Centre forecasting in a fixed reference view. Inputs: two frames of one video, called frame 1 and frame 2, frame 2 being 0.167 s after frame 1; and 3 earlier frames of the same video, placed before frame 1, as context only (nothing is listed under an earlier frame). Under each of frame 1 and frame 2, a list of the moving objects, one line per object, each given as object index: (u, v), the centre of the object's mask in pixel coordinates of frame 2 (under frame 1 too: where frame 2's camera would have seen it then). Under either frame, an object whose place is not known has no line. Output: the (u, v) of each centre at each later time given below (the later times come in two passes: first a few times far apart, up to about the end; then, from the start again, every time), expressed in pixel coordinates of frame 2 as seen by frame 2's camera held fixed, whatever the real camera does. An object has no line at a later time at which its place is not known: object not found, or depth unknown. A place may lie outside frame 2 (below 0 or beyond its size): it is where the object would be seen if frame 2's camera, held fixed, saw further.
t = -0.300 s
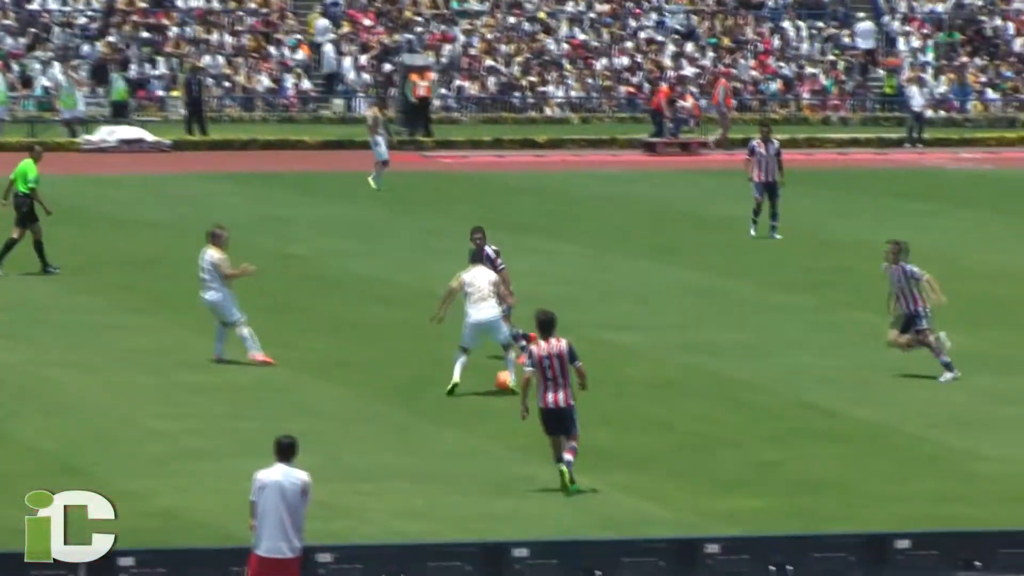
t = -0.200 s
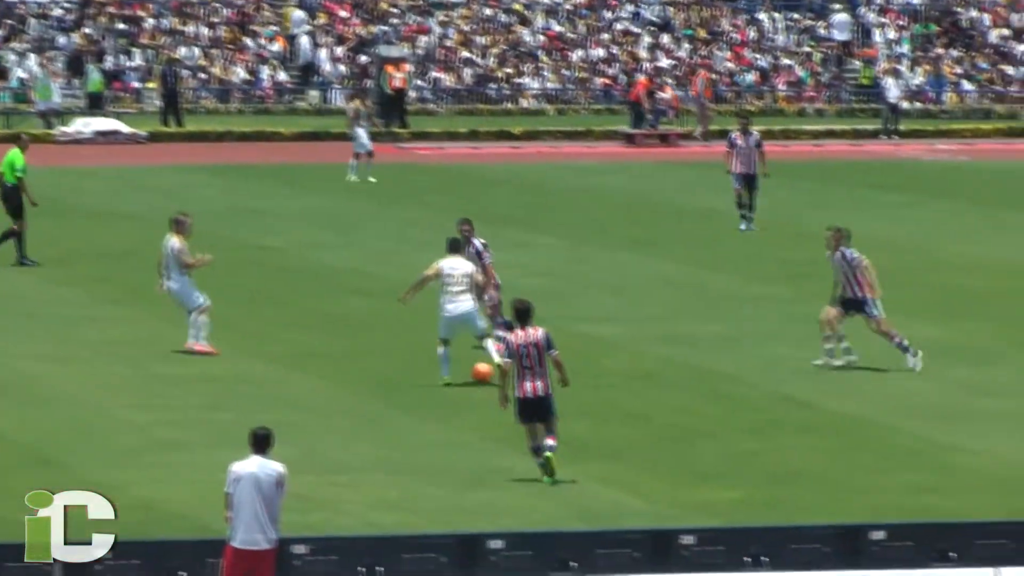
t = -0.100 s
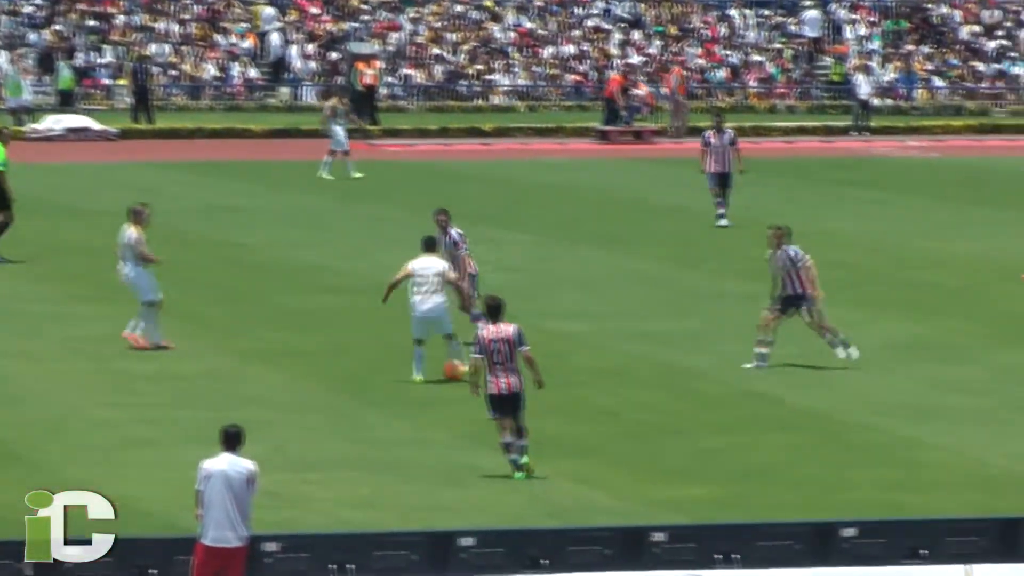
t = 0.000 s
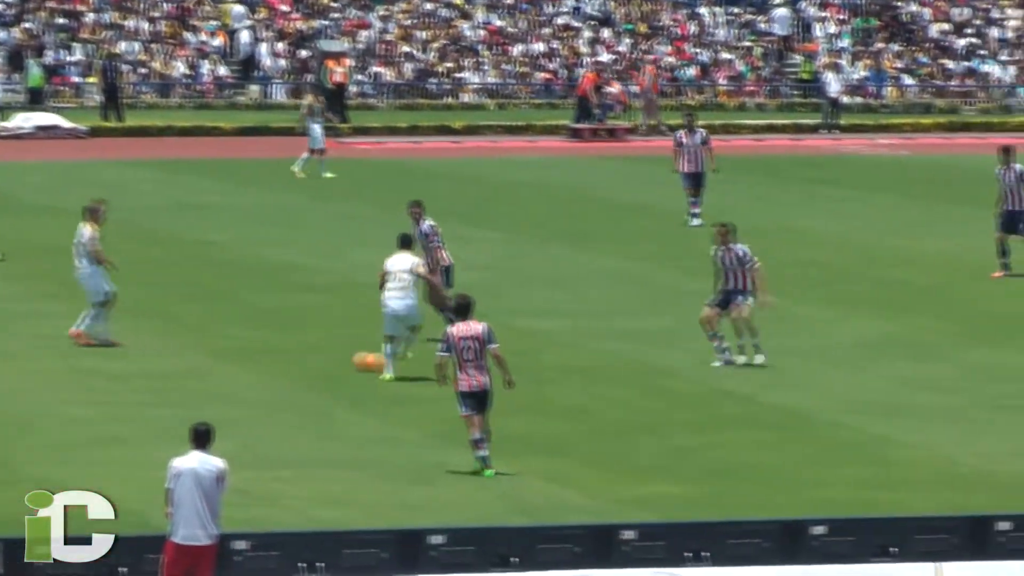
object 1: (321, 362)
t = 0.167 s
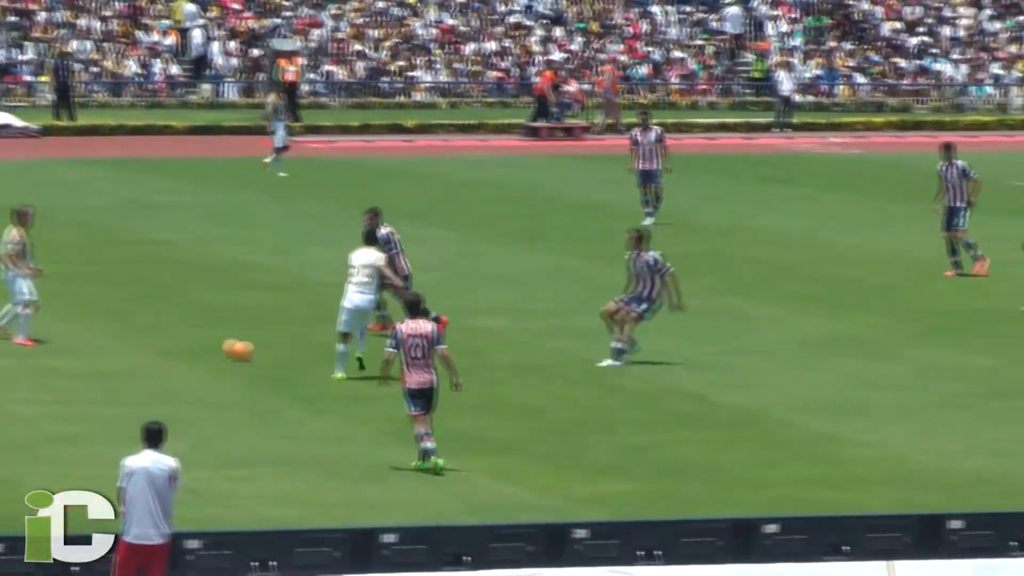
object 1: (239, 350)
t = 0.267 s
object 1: (195, 342)
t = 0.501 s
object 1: (110, 334)
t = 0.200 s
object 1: (224, 347)
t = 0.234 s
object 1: (209, 344)
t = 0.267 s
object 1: (195, 342)
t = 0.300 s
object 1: (182, 342)
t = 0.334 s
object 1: (167, 342)
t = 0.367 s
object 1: (154, 341)
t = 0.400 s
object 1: (143, 338)
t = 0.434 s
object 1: (132, 336)
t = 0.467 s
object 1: (121, 334)
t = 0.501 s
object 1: (110, 334)
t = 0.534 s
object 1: (105, 334)
